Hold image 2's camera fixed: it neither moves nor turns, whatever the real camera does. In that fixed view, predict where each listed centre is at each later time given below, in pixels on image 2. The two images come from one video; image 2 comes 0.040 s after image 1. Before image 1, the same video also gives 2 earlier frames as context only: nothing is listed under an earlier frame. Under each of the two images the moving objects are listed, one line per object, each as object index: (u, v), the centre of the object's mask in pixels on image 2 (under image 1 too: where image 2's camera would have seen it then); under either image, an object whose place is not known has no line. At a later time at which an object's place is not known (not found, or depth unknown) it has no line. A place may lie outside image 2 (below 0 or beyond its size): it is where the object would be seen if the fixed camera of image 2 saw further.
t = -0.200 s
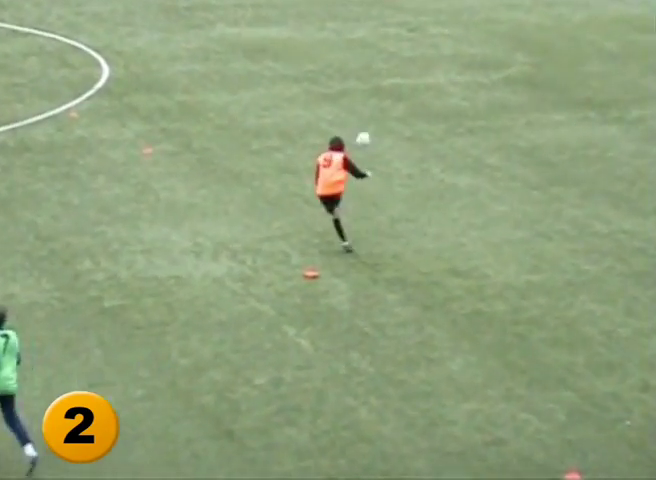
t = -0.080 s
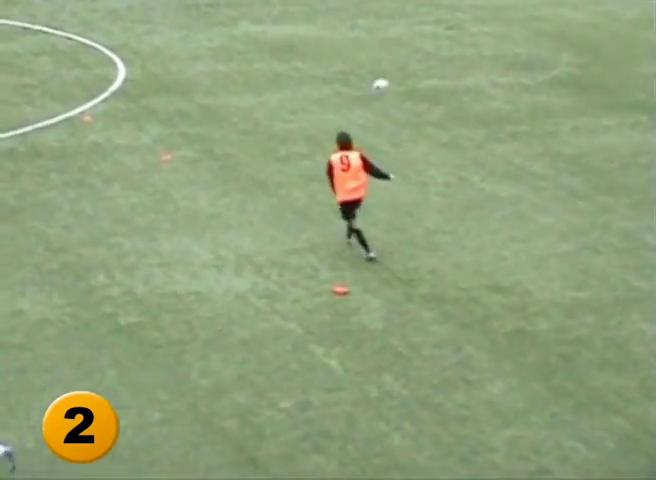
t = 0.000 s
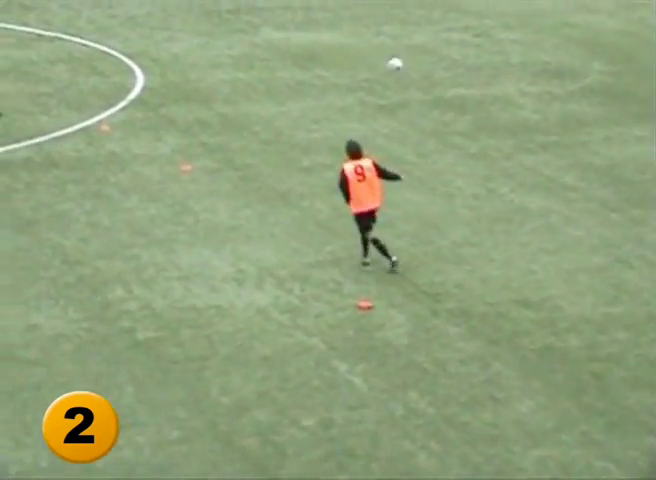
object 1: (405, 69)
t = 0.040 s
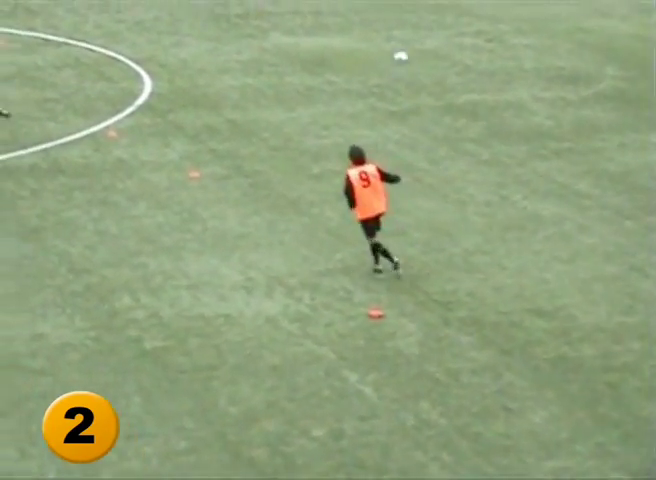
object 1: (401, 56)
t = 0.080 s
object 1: (396, 45)
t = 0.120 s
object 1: (392, 36)
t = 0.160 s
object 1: (387, 28)
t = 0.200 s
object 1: (382, 21)
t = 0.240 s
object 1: (377, 15)
